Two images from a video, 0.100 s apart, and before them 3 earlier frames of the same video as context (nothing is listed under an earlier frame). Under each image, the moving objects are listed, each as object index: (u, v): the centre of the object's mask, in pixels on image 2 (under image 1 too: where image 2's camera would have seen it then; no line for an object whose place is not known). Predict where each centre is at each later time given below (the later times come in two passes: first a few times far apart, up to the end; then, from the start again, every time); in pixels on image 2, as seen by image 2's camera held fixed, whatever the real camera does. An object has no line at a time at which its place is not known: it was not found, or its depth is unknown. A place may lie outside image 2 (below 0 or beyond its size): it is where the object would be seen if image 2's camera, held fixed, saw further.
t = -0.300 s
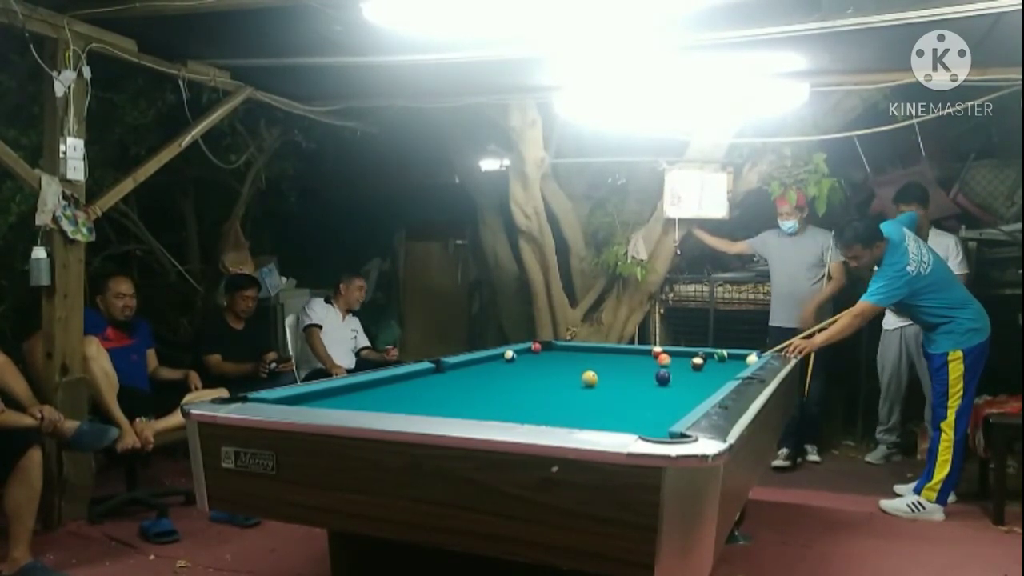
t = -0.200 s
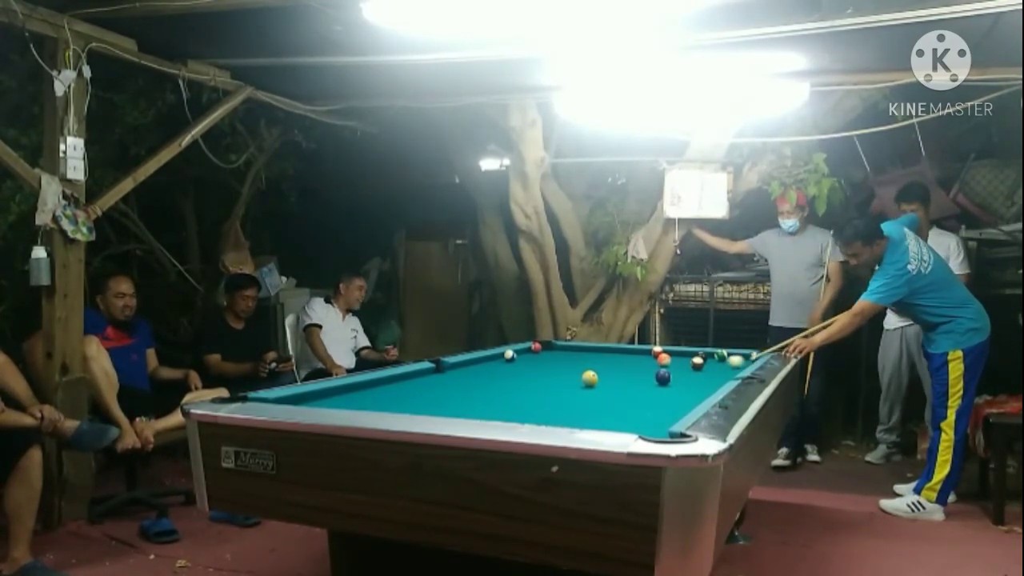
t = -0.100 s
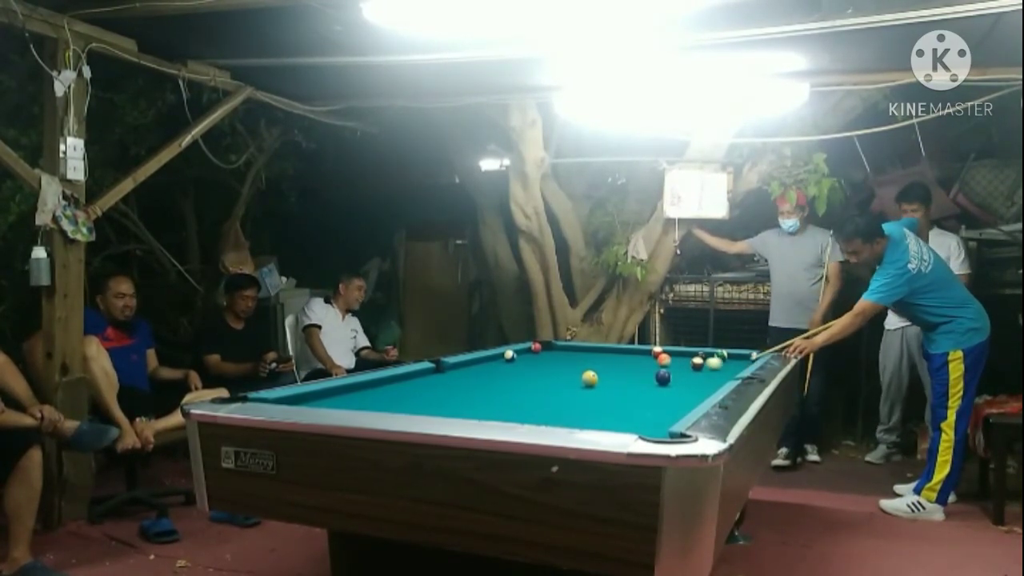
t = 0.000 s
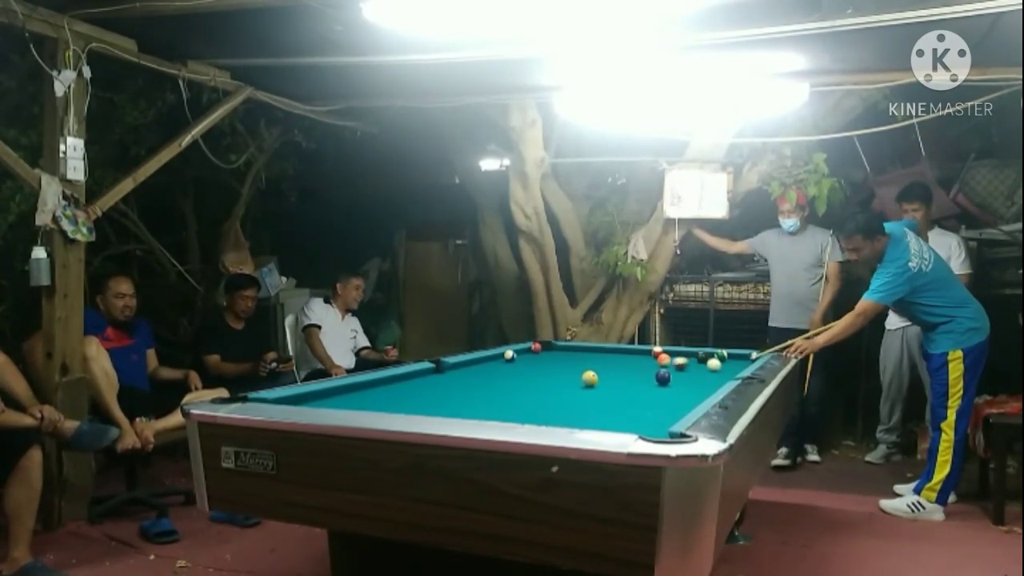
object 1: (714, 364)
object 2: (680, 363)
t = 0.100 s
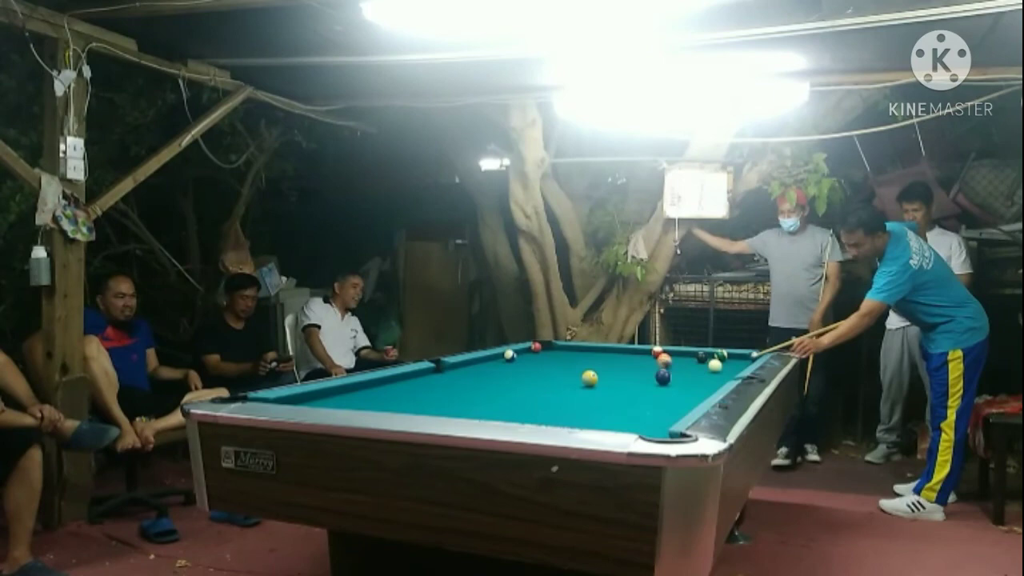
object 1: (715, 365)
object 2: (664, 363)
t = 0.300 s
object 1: (716, 368)
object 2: (633, 363)
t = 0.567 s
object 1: (718, 372)
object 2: (594, 363)
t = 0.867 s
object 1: (720, 376)
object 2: (552, 363)
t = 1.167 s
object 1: (723, 379)
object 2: (513, 364)
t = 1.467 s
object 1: (720, 381)
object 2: (475, 364)
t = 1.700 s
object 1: (710, 381)
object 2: (445, 364)
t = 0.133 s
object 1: (715, 365)
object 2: (658, 363)
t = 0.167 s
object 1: (715, 366)
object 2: (652, 364)
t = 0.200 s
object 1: (715, 367)
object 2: (647, 363)
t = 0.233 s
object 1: (716, 367)
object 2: (644, 363)
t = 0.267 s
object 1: (715, 367)
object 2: (638, 363)
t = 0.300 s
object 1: (716, 368)
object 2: (633, 363)
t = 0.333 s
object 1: (716, 368)
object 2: (628, 364)
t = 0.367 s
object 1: (716, 369)
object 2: (624, 363)
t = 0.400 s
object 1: (717, 369)
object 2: (618, 363)
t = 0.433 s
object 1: (717, 370)
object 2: (613, 363)
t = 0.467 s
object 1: (717, 370)
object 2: (609, 364)
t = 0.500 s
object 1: (717, 371)
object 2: (605, 364)
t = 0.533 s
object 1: (717, 372)
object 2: (600, 363)
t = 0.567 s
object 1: (718, 372)
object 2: (594, 363)
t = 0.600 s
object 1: (718, 372)
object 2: (589, 363)
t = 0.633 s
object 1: (718, 373)
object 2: (585, 363)
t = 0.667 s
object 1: (719, 373)
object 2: (581, 363)
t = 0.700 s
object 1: (719, 374)
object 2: (575, 363)
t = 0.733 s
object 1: (719, 374)
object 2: (569, 364)
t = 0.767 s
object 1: (719, 375)
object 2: (566, 364)
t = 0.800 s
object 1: (720, 375)
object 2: (563, 364)
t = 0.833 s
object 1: (720, 375)
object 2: (557, 363)
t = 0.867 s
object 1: (720, 376)
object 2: (552, 363)
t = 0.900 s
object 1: (720, 376)
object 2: (548, 364)
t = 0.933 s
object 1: (721, 377)
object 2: (543, 364)
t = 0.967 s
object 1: (721, 377)
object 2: (539, 364)
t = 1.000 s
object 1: (721, 378)
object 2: (534, 364)
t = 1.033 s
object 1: (721, 378)
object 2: (529, 363)
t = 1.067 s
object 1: (722, 378)
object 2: (525, 364)
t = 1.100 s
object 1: (722, 378)
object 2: (522, 364)
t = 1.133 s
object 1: (723, 378)
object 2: (518, 364)
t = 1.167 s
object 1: (723, 379)
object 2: (513, 364)
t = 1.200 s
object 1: (723, 379)
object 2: (508, 364)
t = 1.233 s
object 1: (724, 379)
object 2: (504, 364)
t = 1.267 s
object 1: (724, 380)
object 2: (500, 365)
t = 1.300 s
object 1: (724, 380)
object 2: (496, 364)
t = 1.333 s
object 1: (724, 381)
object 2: (491, 364)
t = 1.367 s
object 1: (724, 381)
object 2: (486, 364)
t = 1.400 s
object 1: (723, 381)
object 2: (482, 365)
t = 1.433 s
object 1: (721, 381)
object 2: (479, 365)
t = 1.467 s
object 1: (720, 381)
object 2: (475, 364)
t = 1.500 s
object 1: (719, 381)
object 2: (470, 364)
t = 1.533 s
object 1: (717, 381)
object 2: (465, 365)
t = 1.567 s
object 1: (715, 382)
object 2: (461, 365)
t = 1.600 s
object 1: (714, 382)
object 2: (458, 365)
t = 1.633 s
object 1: (713, 382)
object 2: (454, 365)
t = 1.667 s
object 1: (712, 381)
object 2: (450, 365)
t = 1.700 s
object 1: (710, 381)
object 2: (445, 364)
